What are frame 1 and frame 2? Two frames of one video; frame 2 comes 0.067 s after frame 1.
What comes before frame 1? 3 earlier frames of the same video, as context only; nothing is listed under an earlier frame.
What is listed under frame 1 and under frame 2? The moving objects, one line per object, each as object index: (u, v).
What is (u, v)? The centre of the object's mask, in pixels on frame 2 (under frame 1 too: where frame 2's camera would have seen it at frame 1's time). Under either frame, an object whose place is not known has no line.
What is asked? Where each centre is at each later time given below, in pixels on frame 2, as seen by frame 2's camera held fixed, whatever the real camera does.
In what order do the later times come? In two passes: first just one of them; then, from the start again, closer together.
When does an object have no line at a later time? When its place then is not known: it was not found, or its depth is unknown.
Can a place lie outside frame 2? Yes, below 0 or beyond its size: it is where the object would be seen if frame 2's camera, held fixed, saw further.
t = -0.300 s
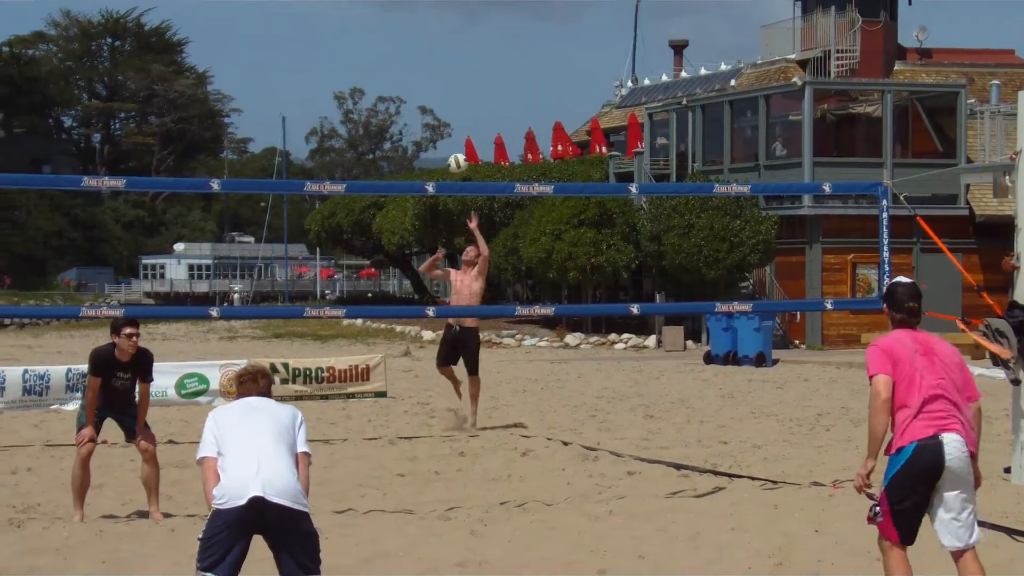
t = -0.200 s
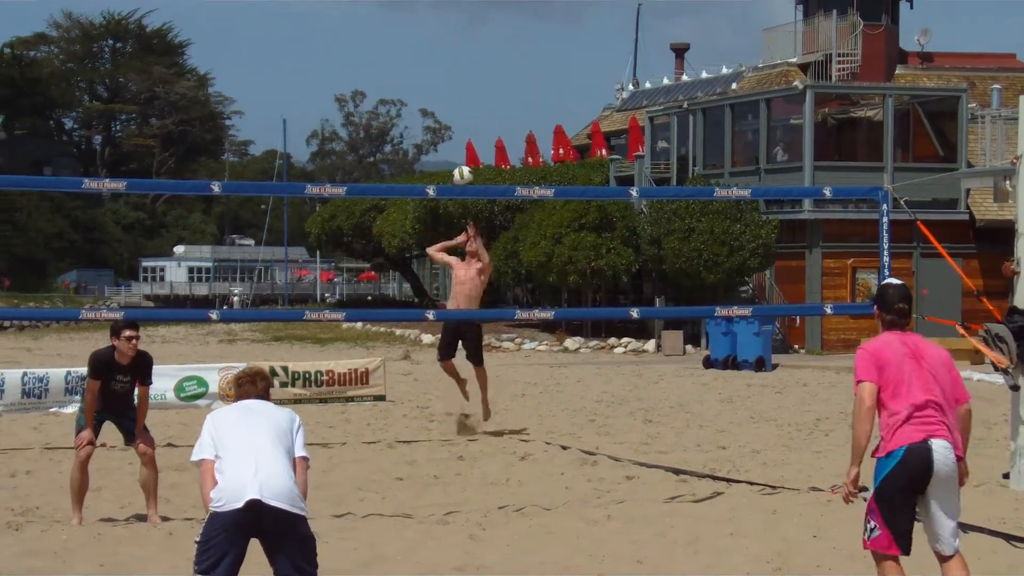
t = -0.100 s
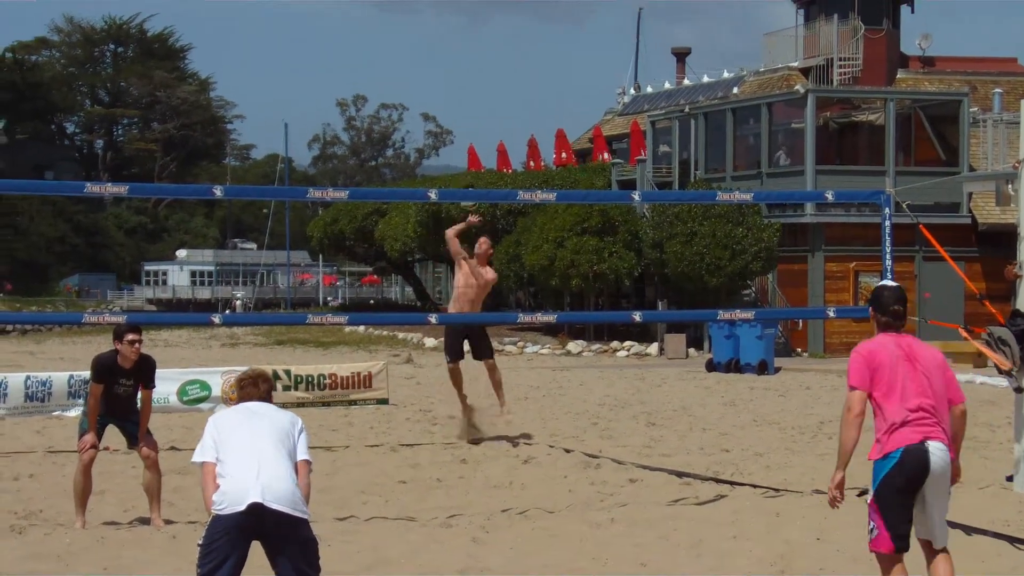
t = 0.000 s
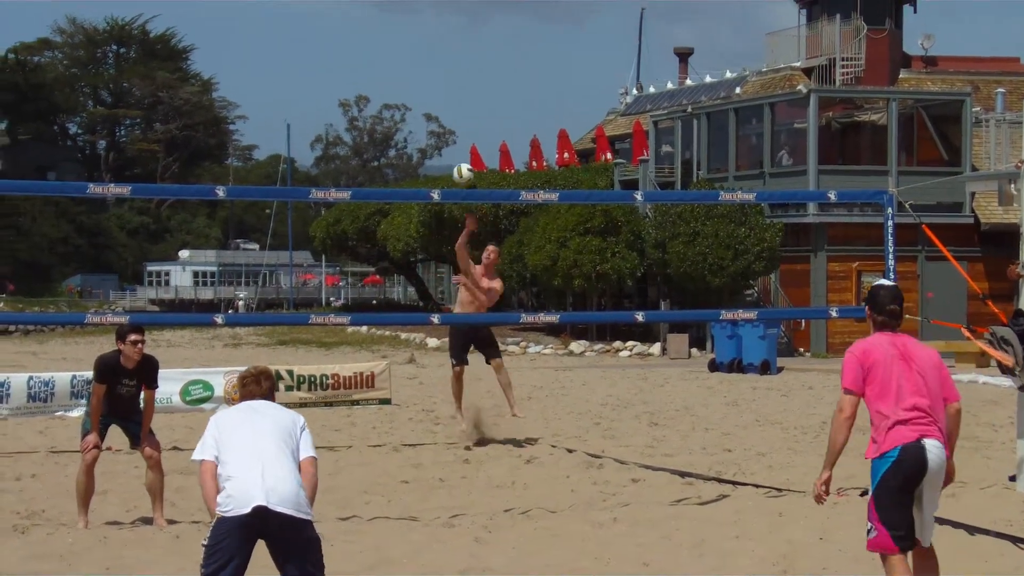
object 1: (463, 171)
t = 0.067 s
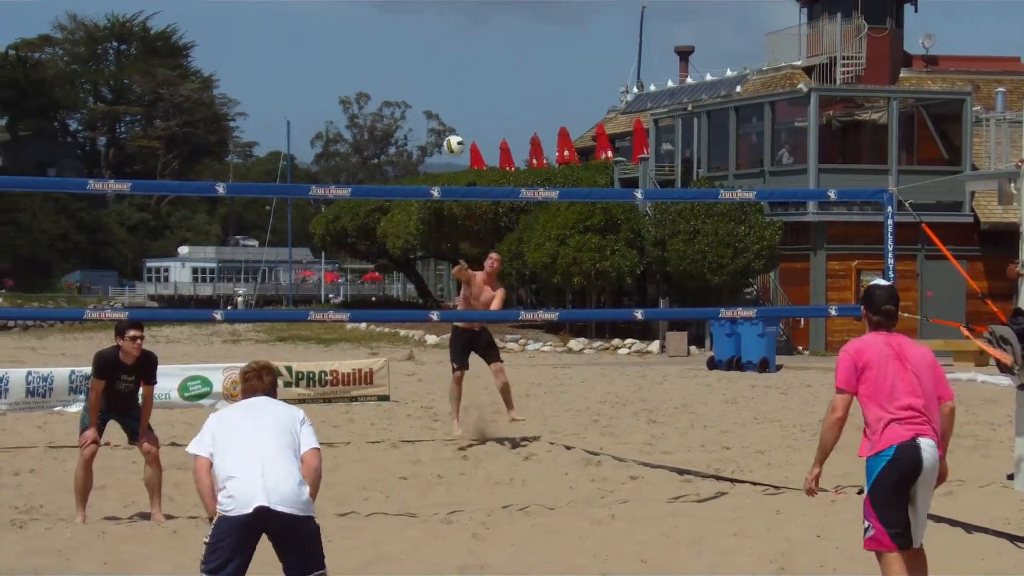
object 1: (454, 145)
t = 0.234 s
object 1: (432, 104)
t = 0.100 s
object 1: (450, 135)
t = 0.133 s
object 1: (448, 126)
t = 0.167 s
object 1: (443, 117)
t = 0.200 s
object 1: (437, 107)
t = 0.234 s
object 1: (432, 104)
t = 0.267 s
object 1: (427, 98)
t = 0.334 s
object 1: (414, 89)
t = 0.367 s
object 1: (409, 85)
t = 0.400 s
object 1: (404, 82)
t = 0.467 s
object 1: (393, 81)
